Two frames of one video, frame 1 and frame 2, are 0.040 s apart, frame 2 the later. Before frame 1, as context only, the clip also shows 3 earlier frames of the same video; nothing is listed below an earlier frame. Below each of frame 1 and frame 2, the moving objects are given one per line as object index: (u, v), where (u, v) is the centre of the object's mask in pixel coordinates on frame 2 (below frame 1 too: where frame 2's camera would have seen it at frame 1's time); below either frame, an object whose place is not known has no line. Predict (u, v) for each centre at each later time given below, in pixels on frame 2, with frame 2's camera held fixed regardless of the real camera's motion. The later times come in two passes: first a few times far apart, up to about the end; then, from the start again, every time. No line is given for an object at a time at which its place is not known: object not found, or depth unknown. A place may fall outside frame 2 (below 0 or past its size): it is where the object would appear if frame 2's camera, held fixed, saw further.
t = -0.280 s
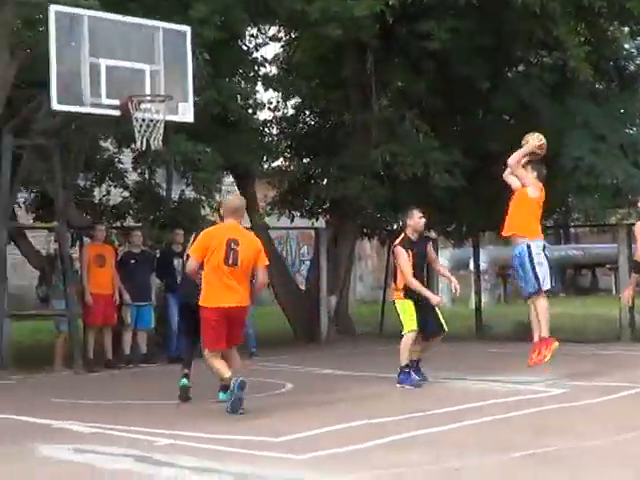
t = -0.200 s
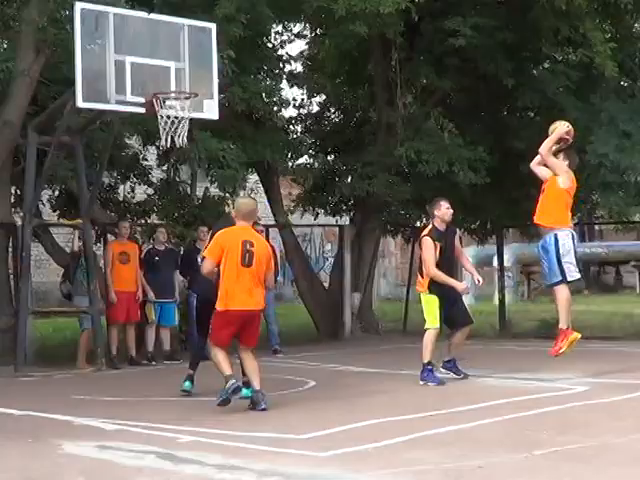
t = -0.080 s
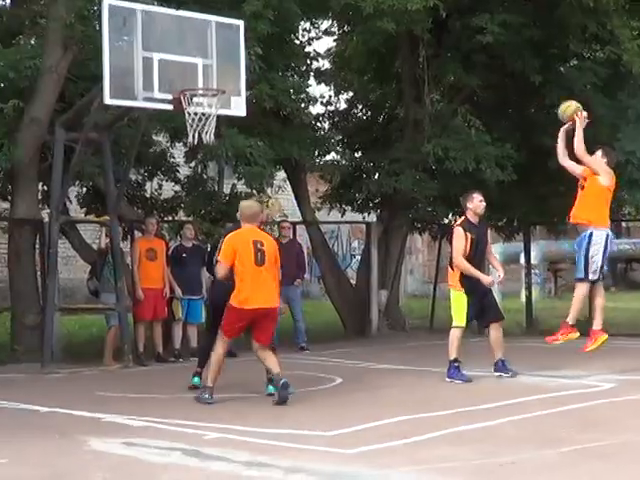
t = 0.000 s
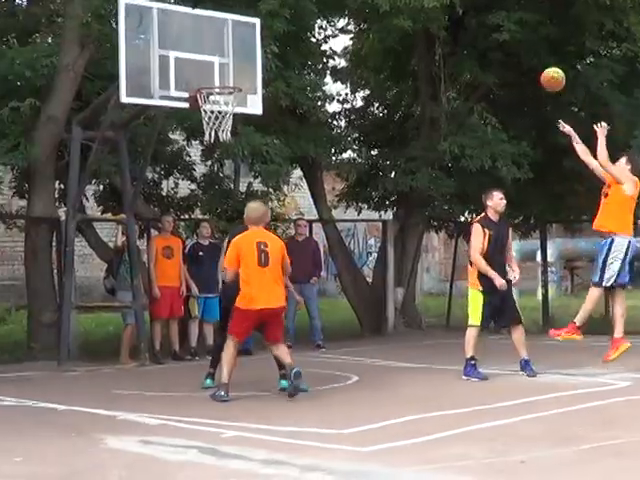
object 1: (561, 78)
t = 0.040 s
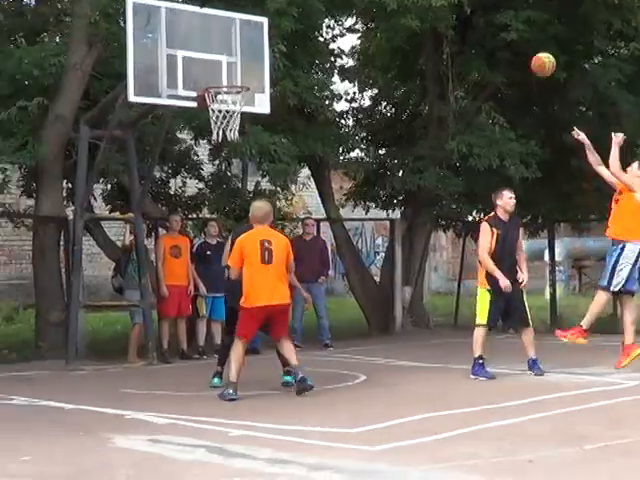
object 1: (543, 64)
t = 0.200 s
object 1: (473, 24)
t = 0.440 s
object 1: (373, 11)
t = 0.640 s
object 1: (291, 35)
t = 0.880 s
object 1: (228, 69)
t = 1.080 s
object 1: (212, 82)
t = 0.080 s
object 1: (525, 52)
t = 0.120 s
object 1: (508, 41)
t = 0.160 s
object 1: (490, 32)
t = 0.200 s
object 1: (473, 24)
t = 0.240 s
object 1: (456, 18)
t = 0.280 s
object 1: (439, 14)
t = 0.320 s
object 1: (423, 12)
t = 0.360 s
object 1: (405, 11)
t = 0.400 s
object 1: (390, 10)
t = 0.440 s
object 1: (373, 11)
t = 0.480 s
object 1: (357, 13)
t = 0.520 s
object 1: (340, 14)
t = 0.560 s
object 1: (323, 20)
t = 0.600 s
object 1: (307, 27)
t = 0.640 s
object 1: (291, 35)
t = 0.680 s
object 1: (275, 46)
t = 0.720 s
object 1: (258, 57)
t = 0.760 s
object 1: (242, 71)
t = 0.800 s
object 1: (235, 74)
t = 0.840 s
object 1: (232, 71)
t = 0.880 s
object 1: (228, 69)
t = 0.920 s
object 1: (225, 68)
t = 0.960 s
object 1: (221, 70)
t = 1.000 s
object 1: (219, 72)
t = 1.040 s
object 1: (217, 76)
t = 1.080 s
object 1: (212, 82)
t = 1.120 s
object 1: (210, 90)
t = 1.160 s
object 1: (207, 99)
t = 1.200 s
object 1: (202, 112)
